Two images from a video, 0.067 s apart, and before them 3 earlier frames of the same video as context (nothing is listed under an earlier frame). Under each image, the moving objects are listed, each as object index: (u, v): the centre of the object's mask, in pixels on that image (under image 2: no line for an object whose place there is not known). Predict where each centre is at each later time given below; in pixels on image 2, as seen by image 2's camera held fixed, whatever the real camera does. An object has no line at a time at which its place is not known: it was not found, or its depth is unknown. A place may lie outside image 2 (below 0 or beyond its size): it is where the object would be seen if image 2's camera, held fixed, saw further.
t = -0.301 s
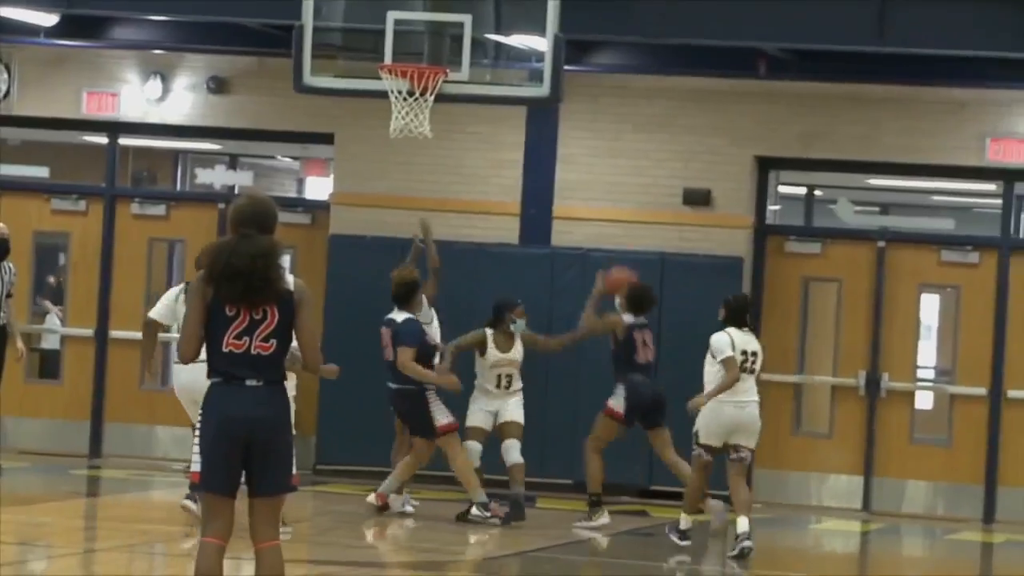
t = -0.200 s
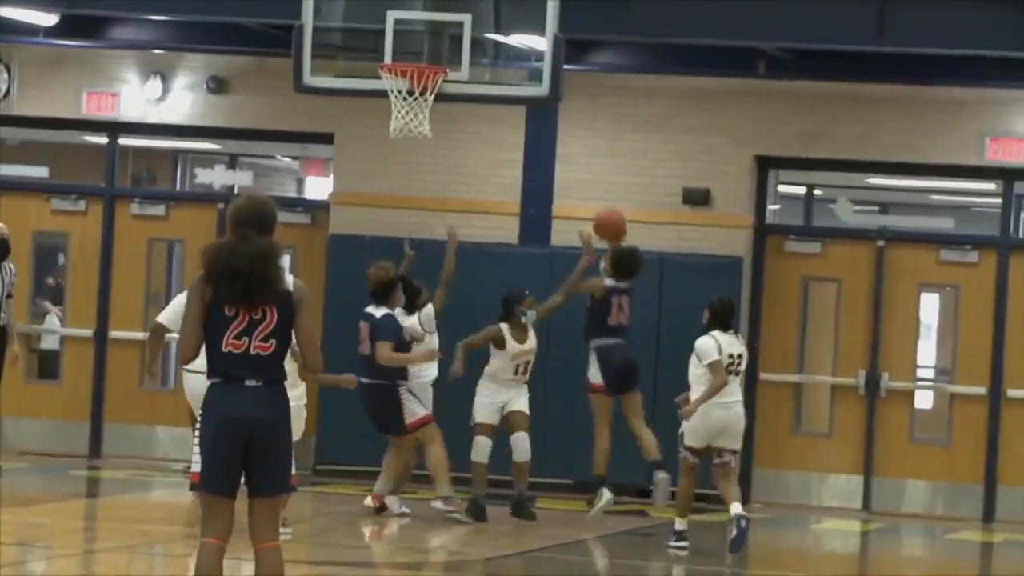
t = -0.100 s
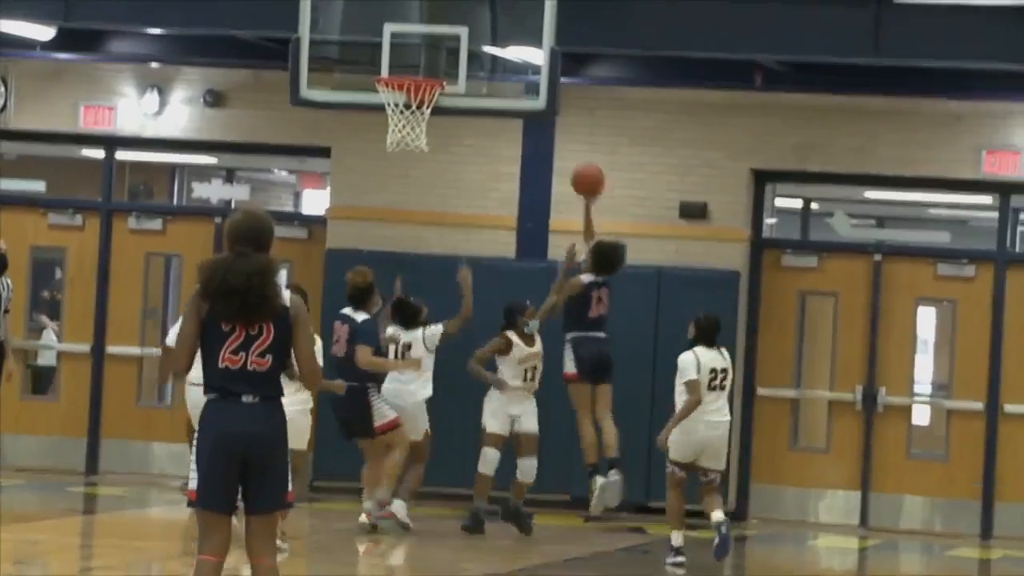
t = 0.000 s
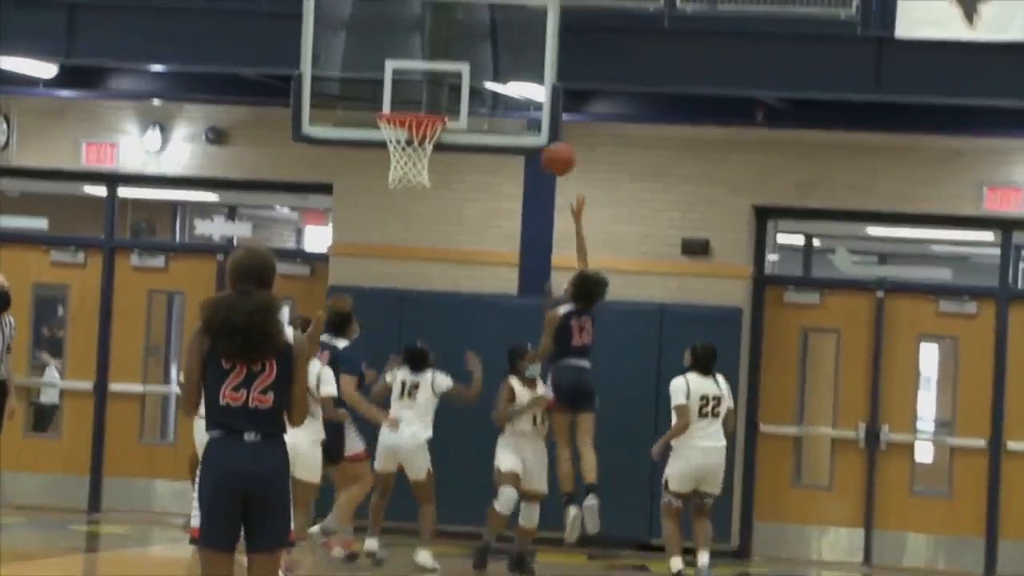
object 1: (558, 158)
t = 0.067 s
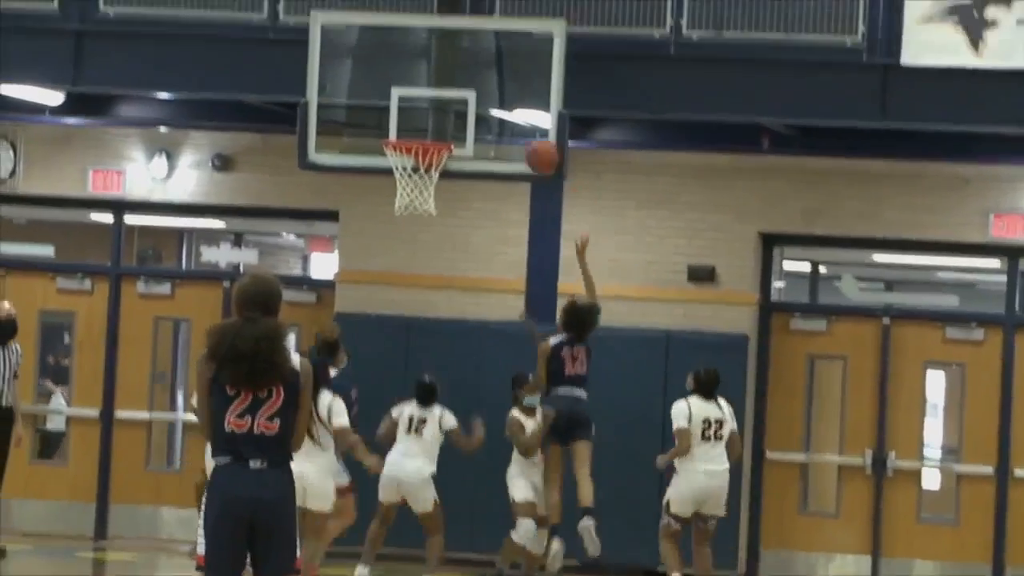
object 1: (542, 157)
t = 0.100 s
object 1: (532, 144)
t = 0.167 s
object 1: (509, 127)
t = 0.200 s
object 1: (499, 123)
